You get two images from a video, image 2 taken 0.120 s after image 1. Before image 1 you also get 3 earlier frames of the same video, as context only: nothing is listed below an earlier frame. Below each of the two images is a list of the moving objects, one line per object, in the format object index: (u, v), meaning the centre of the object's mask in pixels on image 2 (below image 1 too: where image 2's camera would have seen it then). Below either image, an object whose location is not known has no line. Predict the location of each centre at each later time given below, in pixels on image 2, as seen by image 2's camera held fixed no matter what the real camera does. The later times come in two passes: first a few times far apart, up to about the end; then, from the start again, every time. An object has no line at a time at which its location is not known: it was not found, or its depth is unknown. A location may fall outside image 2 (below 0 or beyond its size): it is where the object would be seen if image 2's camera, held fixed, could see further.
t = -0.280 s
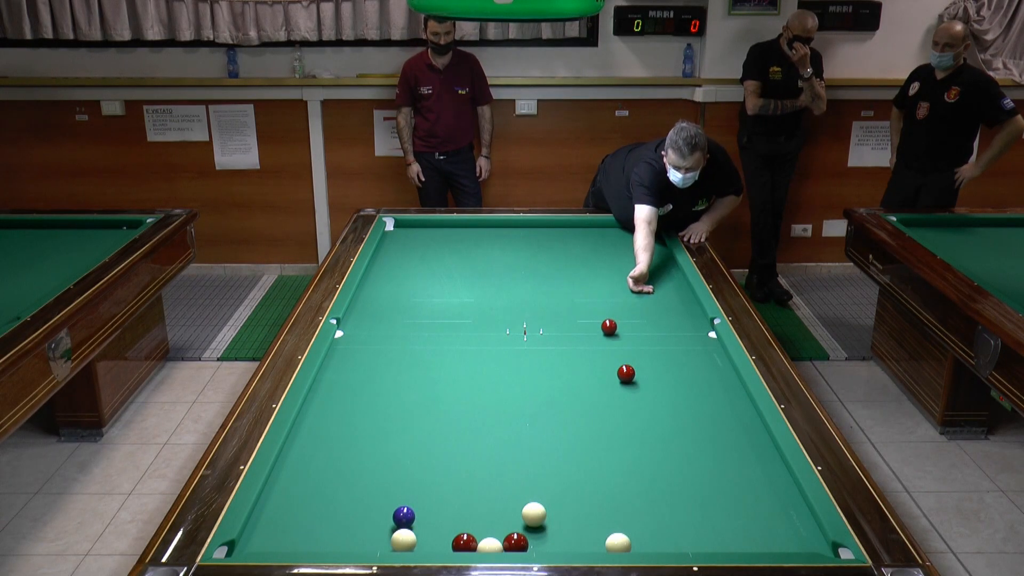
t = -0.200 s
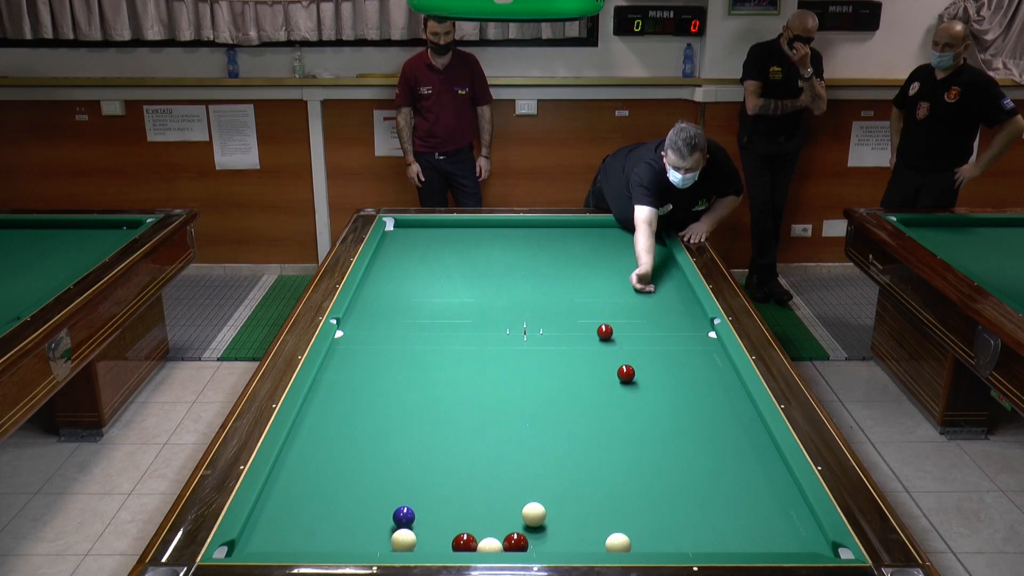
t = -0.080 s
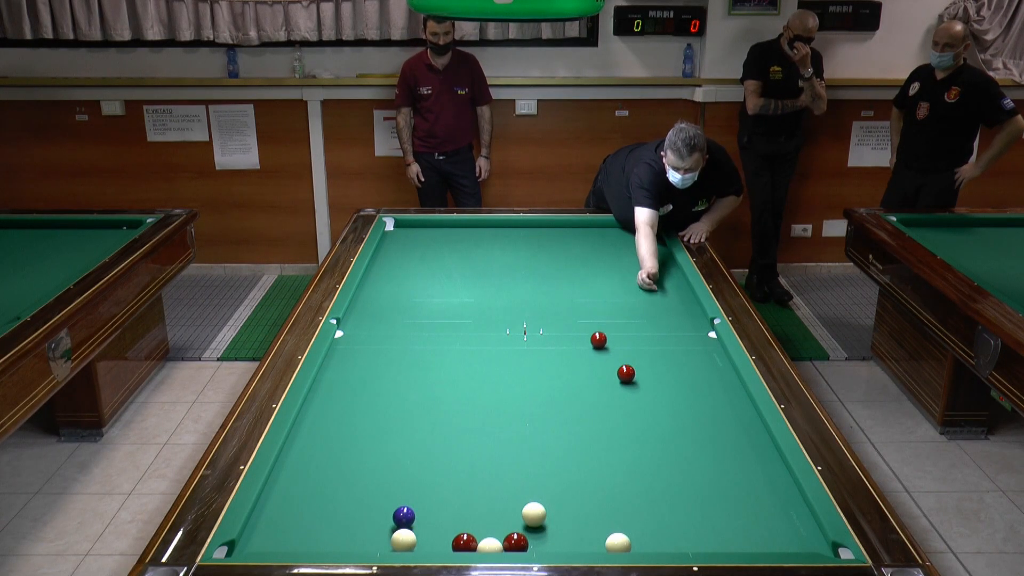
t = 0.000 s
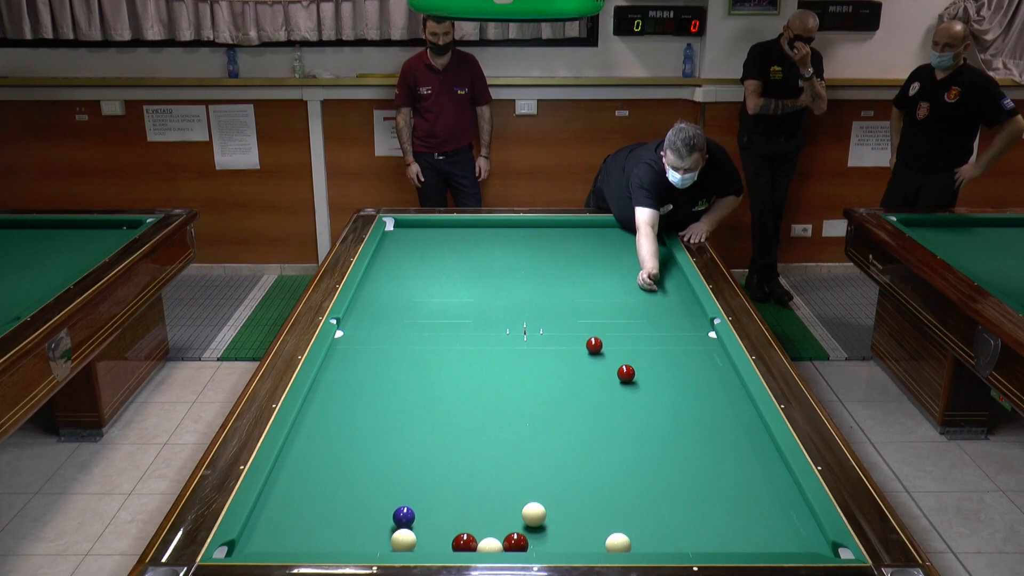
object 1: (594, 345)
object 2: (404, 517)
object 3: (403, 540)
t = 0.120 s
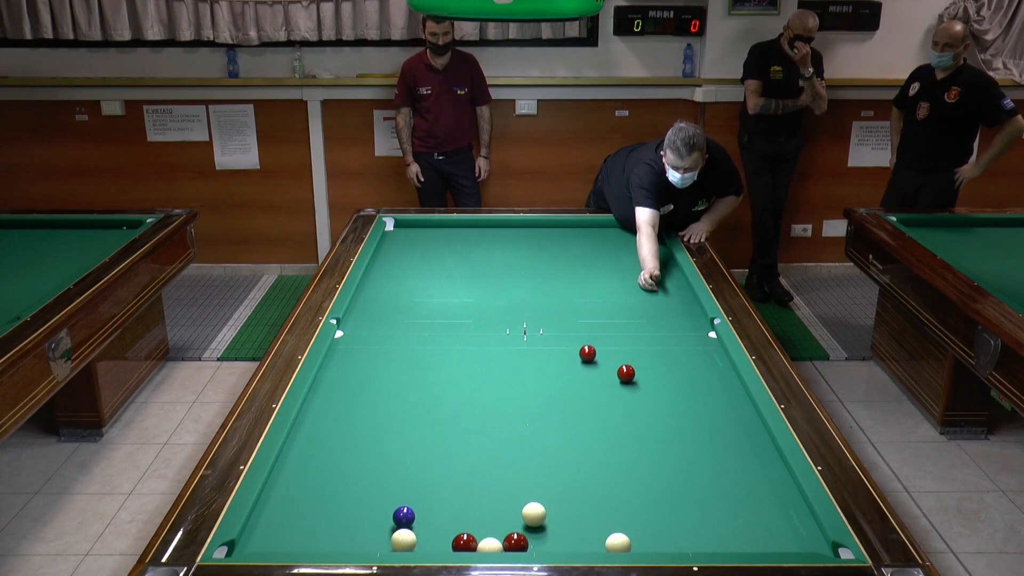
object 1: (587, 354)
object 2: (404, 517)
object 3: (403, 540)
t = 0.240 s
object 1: (581, 362)
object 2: (403, 517)
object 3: (403, 540)
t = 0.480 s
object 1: (566, 380)
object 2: (404, 517)
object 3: (403, 540)
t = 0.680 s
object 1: (553, 396)
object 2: (404, 517)
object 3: (403, 540)
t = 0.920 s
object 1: (536, 416)
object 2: (403, 517)
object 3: (403, 540)
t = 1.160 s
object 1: (518, 438)
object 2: (404, 517)
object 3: (403, 540)
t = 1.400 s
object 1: (499, 462)
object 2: (404, 517)
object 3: (403, 540)
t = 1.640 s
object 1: (477, 487)
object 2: (404, 517)
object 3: (403, 540)
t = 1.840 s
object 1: (459, 508)
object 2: (404, 517)
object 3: (403, 540)
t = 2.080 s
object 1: (434, 537)
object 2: (404, 517)
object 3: (403, 540)
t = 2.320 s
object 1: (426, 542)
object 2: (404, 518)
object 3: (391, 540)
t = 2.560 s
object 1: (424, 528)
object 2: (403, 517)
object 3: (378, 540)
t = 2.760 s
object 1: (428, 516)
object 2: (399, 516)
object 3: (368, 540)
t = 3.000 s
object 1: (434, 505)
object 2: (390, 513)
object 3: (357, 540)
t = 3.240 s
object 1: (439, 495)
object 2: (383, 510)
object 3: (347, 540)
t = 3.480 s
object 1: (444, 484)
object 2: (376, 508)
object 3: (337, 540)
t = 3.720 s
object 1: (449, 475)
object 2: (371, 505)
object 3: (330, 540)
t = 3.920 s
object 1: (452, 468)
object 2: (366, 504)
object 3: (324, 540)
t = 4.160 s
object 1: (456, 460)
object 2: (362, 503)
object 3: (318, 539)
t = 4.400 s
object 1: (460, 453)
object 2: (359, 501)
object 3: (313, 539)
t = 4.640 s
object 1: (463, 447)
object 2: (356, 500)
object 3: (309, 539)
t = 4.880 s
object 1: (466, 441)
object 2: (353, 500)
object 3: (307, 538)
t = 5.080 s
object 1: (469, 436)
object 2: (353, 499)
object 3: (305, 538)
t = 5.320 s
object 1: (471, 431)
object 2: (352, 499)
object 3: (303, 538)
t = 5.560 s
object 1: (474, 427)
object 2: (351, 499)
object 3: (303, 538)
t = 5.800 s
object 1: (476, 423)
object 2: (351, 499)
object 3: (304, 538)
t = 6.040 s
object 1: (478, 419)
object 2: (351, 499)
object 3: (304, 538)
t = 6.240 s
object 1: (479, 416)
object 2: (351, 499)
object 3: (304, 538)
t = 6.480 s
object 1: (480, 413)
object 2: (351, 499)
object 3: (304, 538)
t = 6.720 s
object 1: (481, 411)
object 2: (351, 499)
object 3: (304, 538)
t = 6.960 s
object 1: (482, 409)
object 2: (351, 499)
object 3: (304, 538)
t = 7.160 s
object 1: (482, 407)
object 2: (351, 499)
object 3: (304, 538)
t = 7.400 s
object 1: (482, 406)
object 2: (351, 499)
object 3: (304, 538)
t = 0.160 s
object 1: (585, 356)
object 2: (404, 517)
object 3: (403, 540)
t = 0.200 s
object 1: (583, 359)
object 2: (404, 517)
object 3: (403, 540)
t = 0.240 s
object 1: (581, 362)
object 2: (403, 517)
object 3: (403, 540)
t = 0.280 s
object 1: (578, 365)
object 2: (404, 517)
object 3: (403, 540)
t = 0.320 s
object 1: (576, 368)
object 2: (404, 517)
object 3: (403, 540)
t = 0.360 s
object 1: (574, 371)
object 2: (404, 517)
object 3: (403, 540)
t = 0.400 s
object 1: (571, 374)
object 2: (404, 517)
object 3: (403, 540)
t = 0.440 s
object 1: (569, 377)
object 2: (404, 517)
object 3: (403, 540)
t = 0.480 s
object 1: (566, 380)
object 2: (404, 517)
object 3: (403, 540)
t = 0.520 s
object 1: (563, 383)
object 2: (404, 517)
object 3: (403, 540)
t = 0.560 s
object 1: (561, 386)
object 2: (403, 517)
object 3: (403, 540)
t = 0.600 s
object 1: (558, 389)
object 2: (403, 517)
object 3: (403, 540)
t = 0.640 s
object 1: (556, 393)
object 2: (404, 517)
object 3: (403, 540)
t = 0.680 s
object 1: (553, 396)
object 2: (404, 517)
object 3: (403, 540)
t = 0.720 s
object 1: (550, 399)
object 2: (403, 517)
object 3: (403, 540)
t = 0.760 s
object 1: (548, 403)
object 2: (404, 517)
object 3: (403, 540)
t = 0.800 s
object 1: (545, 406)
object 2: (404, 517)
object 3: (403, 540)
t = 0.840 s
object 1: (542, 410)
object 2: (404, 517)
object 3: (403, 540)
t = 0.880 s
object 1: (539, 413)
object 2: (403, 517)
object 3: (403, 540)
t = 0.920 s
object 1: (536, 416)
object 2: (403, 517)
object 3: (403, 540)
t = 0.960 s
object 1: (533, 420)
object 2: (404, 517)
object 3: (403, 540)
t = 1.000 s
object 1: (530, 424)
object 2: (403, 517)
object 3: (403, 540)
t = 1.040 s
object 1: (527, 427)
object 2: (404, 517)
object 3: (403, 540)
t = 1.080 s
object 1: (524, 431)
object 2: (403, 517)
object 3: (403, 540)
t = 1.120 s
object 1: (521, 435)
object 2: (404, 517)
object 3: (403, 540)
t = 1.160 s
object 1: (518, 438)
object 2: (404, 517)
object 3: (403, 540)
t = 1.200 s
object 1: (515, 442)
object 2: (404, 517)
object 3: (403, 540)
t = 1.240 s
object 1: (512, 446)
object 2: (404, 517)
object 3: (403, 540)
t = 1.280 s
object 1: (509, 450)
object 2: (404, 517)
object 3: (403, 540)
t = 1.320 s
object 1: (505, 453)
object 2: (404, 517)
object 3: (403, 540)
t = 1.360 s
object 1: (502, 458)
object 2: (404, 517)
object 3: (403, 540)
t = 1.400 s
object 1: (499, 462)
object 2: (404, 517)
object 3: (403, 540)
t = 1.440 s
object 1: (495, 466)
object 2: (404, 517)
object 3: (403, 540)
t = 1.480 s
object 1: (492, 470)
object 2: (404, 517)
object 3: (403, 540)
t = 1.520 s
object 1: (488, 474)
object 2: (404, 517)
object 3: (403, 540)
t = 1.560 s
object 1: (485, 478)
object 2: (404, 517)
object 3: (403, 540)
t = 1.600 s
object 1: (481, 482)
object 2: (404, 517)
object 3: (403, 540)
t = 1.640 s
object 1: (477, 487)
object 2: (404, 517)
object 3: (403, 540)
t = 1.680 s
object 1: (474, 491)
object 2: (404, 517)
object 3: (403, 540)
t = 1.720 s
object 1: (470, 495)
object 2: (404, 517)
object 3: (403, 540)
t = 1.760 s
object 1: (466, 500)
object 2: (404, 517)
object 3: (403, 540)
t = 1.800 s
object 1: (462, 504)
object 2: (403, 517)
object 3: (403, 540)
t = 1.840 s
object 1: (459, 508)
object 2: (404, 517)
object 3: (403, 540)
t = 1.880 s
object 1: (455, 513)
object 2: (404, 517)
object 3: (403, 540)
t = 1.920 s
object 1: (451, 517)
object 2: (404, 517)
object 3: (403, 540)
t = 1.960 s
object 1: (446, 522)
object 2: (403, 517)
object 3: (403, 540)
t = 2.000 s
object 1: (442, 527)
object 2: (404, 517)
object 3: (403, 540)
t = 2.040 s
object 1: (438, 532)
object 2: (404, 517)
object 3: (403, 540)
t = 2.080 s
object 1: (434, 537)
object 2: (404, 517)
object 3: (403, 540)
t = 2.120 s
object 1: (430, 540)
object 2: (404, 517)
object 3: (403, 540)
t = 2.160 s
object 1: (428, 543)
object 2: (404, 517)
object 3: (400, 540)
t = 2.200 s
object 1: (427, 546)
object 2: (404, 517)
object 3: (398, 540)
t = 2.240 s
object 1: (426, 545)
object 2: (404, 517)
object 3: (396, 540)
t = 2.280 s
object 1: (426, 544)
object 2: (404, 517)
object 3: (393, 540)
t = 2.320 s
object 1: (426, 542)
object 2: (404, 518)
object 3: (391, 540)
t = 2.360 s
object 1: (426, 540)
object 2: (403, 518)
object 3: (389, 540)
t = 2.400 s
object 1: (425, 538)
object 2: (403, 518)
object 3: (386, 540)
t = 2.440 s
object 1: (425, 535)
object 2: (403, 517)
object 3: (384, 540)
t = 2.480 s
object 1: (425, 533)
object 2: (403, 518)
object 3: (382, 541)
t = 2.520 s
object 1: (425, 530)
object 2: (403, 518)
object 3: (380, 540)
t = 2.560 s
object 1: (424, 528)
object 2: (403, 517)
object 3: (378, 540)
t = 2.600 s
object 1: (424, 525)
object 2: (403, 517)
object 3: (376, 540)
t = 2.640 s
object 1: (424, 523)
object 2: (403, 517)
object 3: (374, 541)
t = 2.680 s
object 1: (425, 520)
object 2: (402, 517)
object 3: (372, 540)
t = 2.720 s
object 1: (426, 518)
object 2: (400, 516)
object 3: (370, 540)
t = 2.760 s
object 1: (428, 516)
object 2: (399, 516)
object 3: (368, 540)
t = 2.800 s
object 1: (429, 514)
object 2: (397, 515)
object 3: (366, 540)
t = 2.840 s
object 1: (430, 512)
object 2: (396, 515)
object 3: (364, 540)
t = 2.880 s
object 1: (431, 511)
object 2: (394, 514)
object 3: (362, 540)
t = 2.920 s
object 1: (432, 509)
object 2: (393, 514)
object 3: (360, 540)
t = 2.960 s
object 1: (433, 507)
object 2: (392, 514)
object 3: (358, 540)
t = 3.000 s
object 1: (434, 505)
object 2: (390, 513)
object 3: (357, 540)
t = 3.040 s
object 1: (435, 503)
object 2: (389, 512)
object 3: (355, 540)
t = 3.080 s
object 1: (436, 501)
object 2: (388, 512)
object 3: (353, 540)
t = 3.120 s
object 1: (437, 499)
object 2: (386, 511)
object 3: (351, 540)
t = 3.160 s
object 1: (437, 498)
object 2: (385, 511)
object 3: (350, 540)
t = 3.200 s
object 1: (438, 496)
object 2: (384, 511)
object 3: (348, 540)
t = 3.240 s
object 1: (439, 495)
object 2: (383, 510)
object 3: (347, 540)
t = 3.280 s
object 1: (440, 492)
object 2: (382, 510)
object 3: (345, 540)
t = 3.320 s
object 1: (441, 491)
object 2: (380, 509)
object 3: (343, 540)
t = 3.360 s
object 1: (442, 489)
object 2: (379, 509)
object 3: (342, 540)
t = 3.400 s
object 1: (442, 488)
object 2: (378, 509)
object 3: (340, 540)
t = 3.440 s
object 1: (443, 486)
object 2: (377, 508)
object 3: (339, 540)
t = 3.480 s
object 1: (444, 484)
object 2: (376, 508)
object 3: (337, 540)
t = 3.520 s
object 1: (445, 483)
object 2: (375, 507)
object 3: (336, 540)
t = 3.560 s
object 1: (446, 481)
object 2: (374, 507)
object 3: (335, 540)
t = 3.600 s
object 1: (446, 480)
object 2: (373, 507)
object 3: (333, 540)
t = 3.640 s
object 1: (447, 479)
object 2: (372, 506)
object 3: (332, 540)
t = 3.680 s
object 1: (448, 477)
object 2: (372, 506)
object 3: (331, 540)
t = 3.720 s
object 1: (449, 475)
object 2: (371, 505)
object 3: (330, 540)
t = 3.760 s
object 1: (449, 474)
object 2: (370, 505)
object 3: (328, 540)
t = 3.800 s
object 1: (450, 472)
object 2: (369, 505)
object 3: (327, 540)
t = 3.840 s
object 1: (451, 471)
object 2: (368, 505)
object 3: (326, 540)
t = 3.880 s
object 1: (452, 470)
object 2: (367, 505)
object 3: (325, 540)
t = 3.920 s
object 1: (452, 468)
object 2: (366, 504)
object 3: (324, 540)
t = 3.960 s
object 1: (453, 467)
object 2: (366, 504)
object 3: (323, 540)
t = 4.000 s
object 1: (454, 465)
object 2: (365, 504)
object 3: (322, 540)
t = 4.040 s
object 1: (454, 464)
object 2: (364, 503)
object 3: (320, 540)
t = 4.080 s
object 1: (455, 463)
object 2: (364, 503)
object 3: (320, 540)
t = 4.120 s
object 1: (456, 461)
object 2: (363, 503)
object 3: (319, 540)
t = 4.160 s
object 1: (456, 460)
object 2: (362, 503)
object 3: (318, 539)
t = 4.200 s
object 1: (457, 459)
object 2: (362, 502)
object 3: (317, 539)
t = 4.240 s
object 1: (457, 458)
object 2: (361, 502)
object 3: (316, 539)
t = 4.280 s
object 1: (458, 456)
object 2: (360, 502)
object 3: (315, 539)
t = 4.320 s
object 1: (459, 455)
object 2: (360, 501)
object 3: (314, 539)
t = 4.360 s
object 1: (459, 454)
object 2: (359, 501)
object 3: (314, 539)
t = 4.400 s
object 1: (460, 453)
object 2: (359, 501)
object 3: (313, 539)
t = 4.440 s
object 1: (460, 452)
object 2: (358, 501)
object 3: (312, 539)
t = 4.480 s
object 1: (461, 451)
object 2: (357, 501)
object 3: (312, 539)
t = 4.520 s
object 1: (462, 450)
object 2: (357, 501)
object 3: (311, 539)
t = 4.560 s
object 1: (462, 449)
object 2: (356, 501)
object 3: (311, 539)
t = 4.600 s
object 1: (463, 448)
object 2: (356, 500)
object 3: (310, 539)
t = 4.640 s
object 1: (463, 447)
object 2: (356, 500)
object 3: (309, 539)
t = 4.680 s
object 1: (464, 446)
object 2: (355, 500)
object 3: (309, 539)
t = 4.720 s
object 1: (464, 445)
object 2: (355, 500)
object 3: (308, 539)
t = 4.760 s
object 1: (465, 444)
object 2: (354, 500)
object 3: (308, 539)
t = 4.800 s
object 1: (465, 443)
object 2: (354, 500)
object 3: (307, 539)
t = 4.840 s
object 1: (466, 442)
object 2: (354, 500)
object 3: (307, 539)
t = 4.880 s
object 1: (466, 441)
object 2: (353, 500)
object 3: (307, 538)
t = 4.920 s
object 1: (467, 440)
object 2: (353, 500)
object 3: (306, 538)
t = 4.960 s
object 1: (467, 439)
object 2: (353, 499)
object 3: (306, 538)
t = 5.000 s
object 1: (468, 438)
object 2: (353, 499)
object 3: (306, 538)
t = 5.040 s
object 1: (468, 437)
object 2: (353, 499)
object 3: (305, 538)
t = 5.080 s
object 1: (469, 436)
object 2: (353, 499)
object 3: (305, 538)
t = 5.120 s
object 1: (469, 435)
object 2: (352, 499)
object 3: (305, 538)
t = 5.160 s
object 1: (469, 434)
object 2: (352, 499)
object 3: (304, 538)
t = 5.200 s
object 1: (470, 434)
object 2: (352, 499)
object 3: (304, 538)
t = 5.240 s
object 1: (470, 433)
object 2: (352, 499)
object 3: (304, 538)
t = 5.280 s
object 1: (471, 432)
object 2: (352, 499)
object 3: (303, 538)
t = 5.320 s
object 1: (471, 431)
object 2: (352, 499)
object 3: (303, 538)
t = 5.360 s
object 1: (471, 430)
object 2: (352, 499)
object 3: (303, 538)
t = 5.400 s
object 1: (472, 430)
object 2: (352, 499)
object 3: (303, 538)
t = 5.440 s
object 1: (472, 429)
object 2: (351, 499)
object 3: (303, 538)
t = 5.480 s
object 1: (473, 428)
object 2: (351, 499)
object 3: (303, 538)
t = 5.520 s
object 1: (473, 427)
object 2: (351, 499)
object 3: (303, 538)
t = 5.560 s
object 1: (474, 427)
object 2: (351, 499)
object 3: (303, 538)
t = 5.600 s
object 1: (474, 426)
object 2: (351, 499)
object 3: (303, 538)
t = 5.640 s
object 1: (475, 426)
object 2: (351, 499)
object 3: (303, 538)
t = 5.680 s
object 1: (475, 425)
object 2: (351, 499)
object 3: (304, 538)
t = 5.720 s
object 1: (475, 424)
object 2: (351, 499)
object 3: (304, 538)
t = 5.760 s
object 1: (476, 423)
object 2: (351, 499)
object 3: (304, 538)
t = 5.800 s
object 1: (476, 423)
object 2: (351, 499)
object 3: (304, 538)
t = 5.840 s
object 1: (476, 422)
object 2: (351, 499)
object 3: (304, 538)
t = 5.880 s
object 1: (477, 421)
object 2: (351, 499)
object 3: (304, 538)
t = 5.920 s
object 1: (477, 421)
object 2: (351, 499)
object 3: (304, 538)
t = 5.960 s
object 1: (477, 420)
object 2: (351, 499)
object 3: (304, 538)
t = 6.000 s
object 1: (478, 420)
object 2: (351, 499)
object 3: (304, 538)
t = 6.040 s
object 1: (478, 419)
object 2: (351, 499)
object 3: (304, 538)
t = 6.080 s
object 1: (478, 419)
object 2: (351, 499)
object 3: (304, 538)
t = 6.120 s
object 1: (478, 418)
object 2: (351, 499)
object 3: (304, 538)
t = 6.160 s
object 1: (479, 417)
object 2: (351, 499)
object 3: (304, 538)
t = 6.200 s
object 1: (479, 417)
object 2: (351, 499)
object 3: (304, 538)
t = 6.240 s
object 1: (479, 416)
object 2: (351, 499)
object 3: (304, 538)
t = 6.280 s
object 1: (479, 416)
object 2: (351, 499)
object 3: (304, 538)
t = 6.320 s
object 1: (479, 415)
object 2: (351, 499)
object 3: (304, 538)
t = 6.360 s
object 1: (480, 415)
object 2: (351, 499)
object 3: (304, 538)
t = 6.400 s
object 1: (480, 414)
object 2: (351, 499)
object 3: (304, 538)
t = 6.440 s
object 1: (480, 414)
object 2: (351, 499)
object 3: (304, 538)
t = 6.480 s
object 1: (480, 413)
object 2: (351, 499)
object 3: (304, 538)
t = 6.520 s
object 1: (481, 413)
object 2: (351, 499)
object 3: (304, 538)
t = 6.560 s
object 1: (481, 412)
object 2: (351, 499)
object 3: (304, 538)
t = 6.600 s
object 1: (481, 412)
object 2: (351, 499)
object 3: (304, 538)
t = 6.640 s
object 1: (481, 412)
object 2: (351, 499)
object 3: (304, 538)
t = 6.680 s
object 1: (481, 411)
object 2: (351, 499)
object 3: (304, 538)
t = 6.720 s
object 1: (481, 411)
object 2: (351, 499)
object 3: (304, 538)
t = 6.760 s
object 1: (481, 411)
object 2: (351, 499)
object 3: (304, 538)
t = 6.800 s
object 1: (482, 410)
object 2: (351, 499)
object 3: (304, 538)
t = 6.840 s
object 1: (482, 410)
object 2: (351, 499)
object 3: (304, 538)
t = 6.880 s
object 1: (482, 409)
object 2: (351, 499)
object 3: (304, 538)
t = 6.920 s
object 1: (482, 409)
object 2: (351, 499)
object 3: (304, 538)
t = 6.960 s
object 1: (482, 409)
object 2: (351, 499)
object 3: (304, 538)
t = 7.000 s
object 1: (482, 408)
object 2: (351, 499)
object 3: (304, 538)
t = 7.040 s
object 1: (482, 408)
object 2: (351, 499)
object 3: (304, 538)
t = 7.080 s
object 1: (482, 408)
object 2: (351, 499)
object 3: (304, 538)
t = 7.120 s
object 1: (482, 407)
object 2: (351, 499)
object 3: (304, 538)
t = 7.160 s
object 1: (482, 407)
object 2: (351, 499)
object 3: (304, 538)
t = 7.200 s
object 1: (482, 407)
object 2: (351, 499)
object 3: (304, 538)
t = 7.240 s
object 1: (482, 407)
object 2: (351, 499)
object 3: (304, 538)
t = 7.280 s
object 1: (482, 406)
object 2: (351, 499)
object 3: (304, 538)
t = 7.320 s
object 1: (482, 406)
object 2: (351, 499)
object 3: (304, 538)
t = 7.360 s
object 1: (482, 406)
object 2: (351, 499)
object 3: (304, 538)
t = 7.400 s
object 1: (482, 406)
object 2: (351, 499)
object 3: (304, 538)
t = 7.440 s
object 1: (483, 406)
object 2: (351, 499)
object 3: (304, 538)
